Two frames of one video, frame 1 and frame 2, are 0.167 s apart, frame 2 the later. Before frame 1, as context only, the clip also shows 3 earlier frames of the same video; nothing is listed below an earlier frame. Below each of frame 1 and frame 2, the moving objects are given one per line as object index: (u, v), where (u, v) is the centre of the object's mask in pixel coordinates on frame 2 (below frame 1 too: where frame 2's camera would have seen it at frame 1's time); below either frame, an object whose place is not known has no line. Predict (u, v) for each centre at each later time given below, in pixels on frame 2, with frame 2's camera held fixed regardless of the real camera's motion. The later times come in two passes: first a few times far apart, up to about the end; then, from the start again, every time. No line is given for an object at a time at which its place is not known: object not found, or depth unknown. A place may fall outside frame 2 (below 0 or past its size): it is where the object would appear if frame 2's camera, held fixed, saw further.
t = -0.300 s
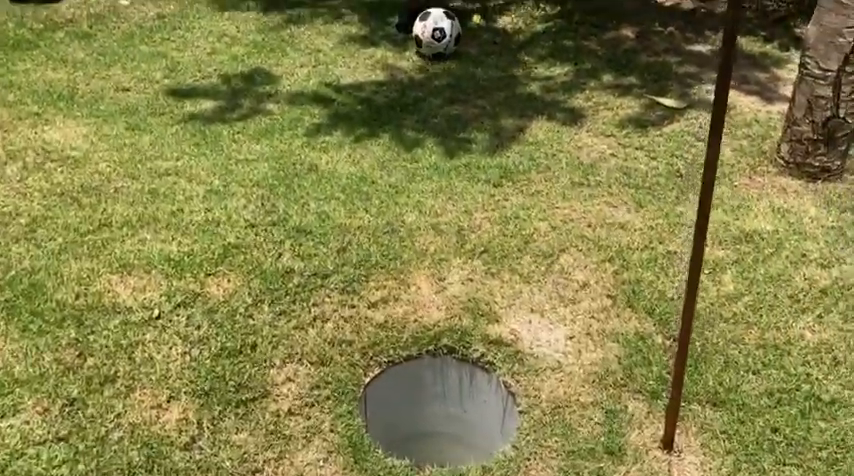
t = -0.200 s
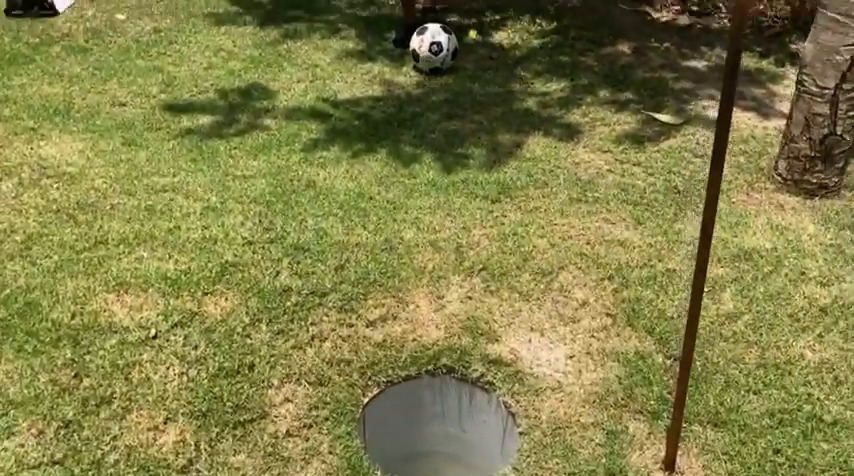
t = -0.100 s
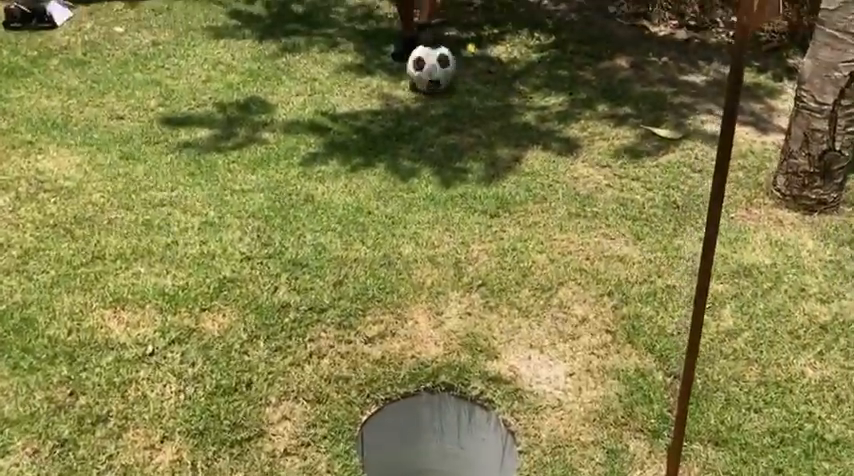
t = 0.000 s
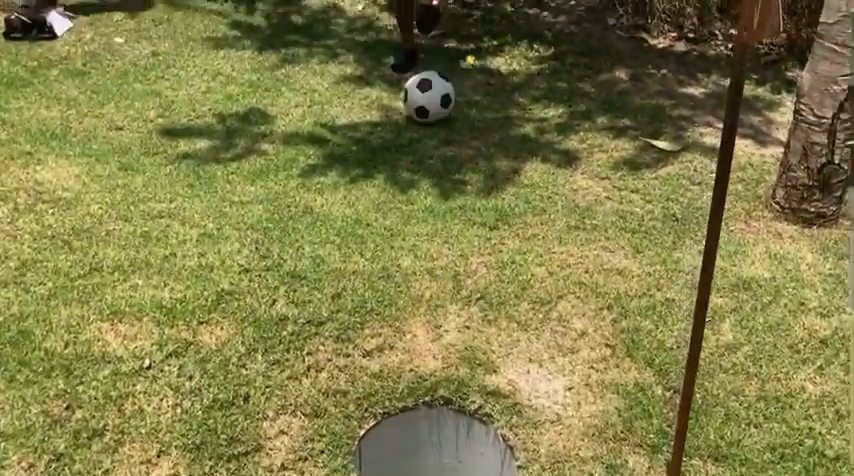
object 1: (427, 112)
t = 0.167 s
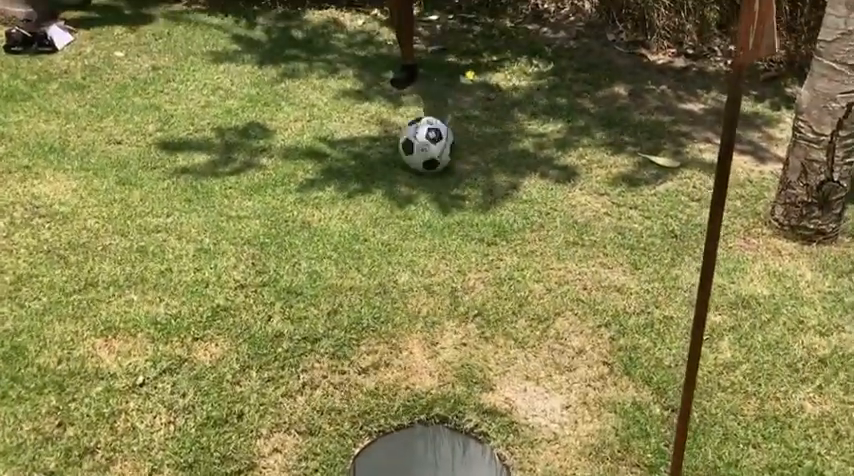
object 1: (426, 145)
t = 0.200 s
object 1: (426, 152)
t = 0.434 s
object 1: (428, 195)
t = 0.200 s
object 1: (426, 152)
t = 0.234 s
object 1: (427, 159)
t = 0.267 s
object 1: (427, 164)
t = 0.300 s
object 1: (426, 171)
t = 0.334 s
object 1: (427, 182)
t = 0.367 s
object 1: (427, 186)
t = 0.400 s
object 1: (427, 190)
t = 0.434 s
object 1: (428, 195)
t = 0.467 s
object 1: (429, 204)
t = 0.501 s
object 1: (430, 208)
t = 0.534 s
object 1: (431, 217)
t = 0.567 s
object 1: (432, 219)
